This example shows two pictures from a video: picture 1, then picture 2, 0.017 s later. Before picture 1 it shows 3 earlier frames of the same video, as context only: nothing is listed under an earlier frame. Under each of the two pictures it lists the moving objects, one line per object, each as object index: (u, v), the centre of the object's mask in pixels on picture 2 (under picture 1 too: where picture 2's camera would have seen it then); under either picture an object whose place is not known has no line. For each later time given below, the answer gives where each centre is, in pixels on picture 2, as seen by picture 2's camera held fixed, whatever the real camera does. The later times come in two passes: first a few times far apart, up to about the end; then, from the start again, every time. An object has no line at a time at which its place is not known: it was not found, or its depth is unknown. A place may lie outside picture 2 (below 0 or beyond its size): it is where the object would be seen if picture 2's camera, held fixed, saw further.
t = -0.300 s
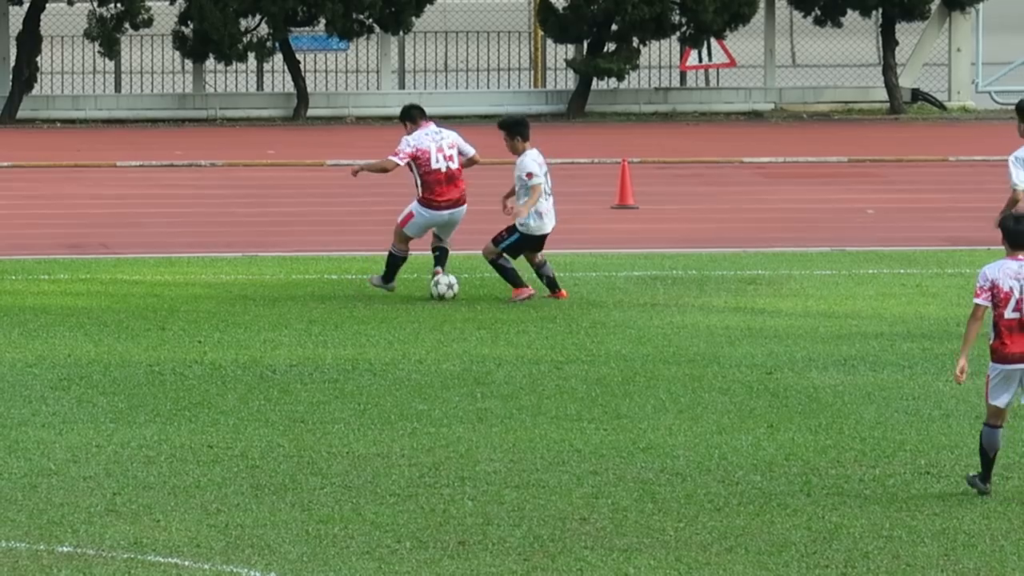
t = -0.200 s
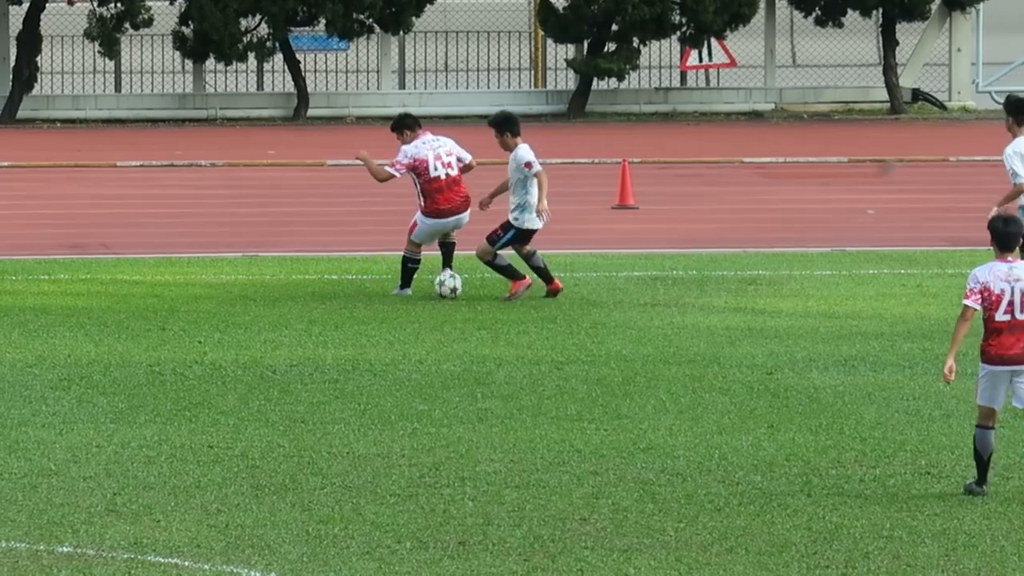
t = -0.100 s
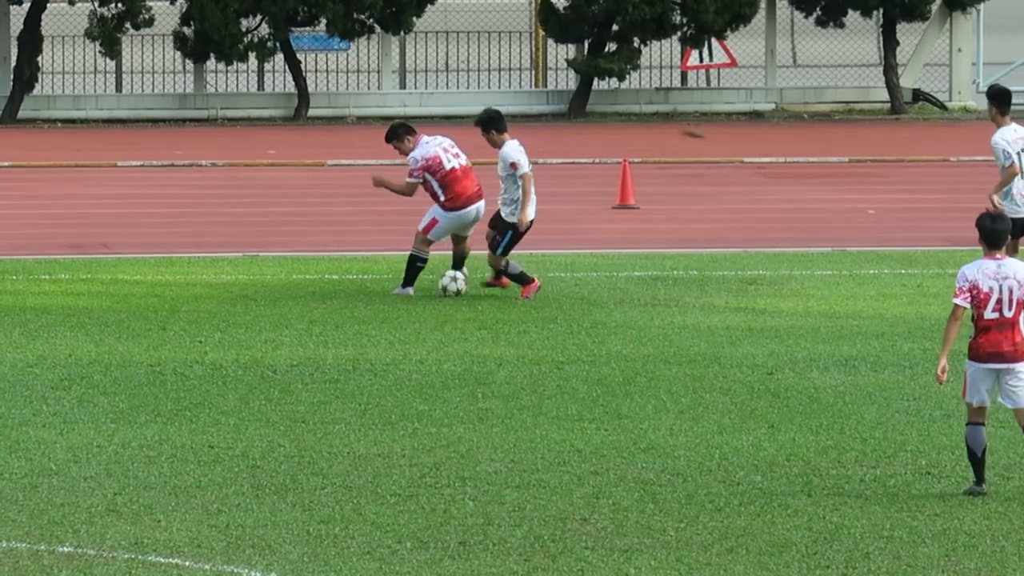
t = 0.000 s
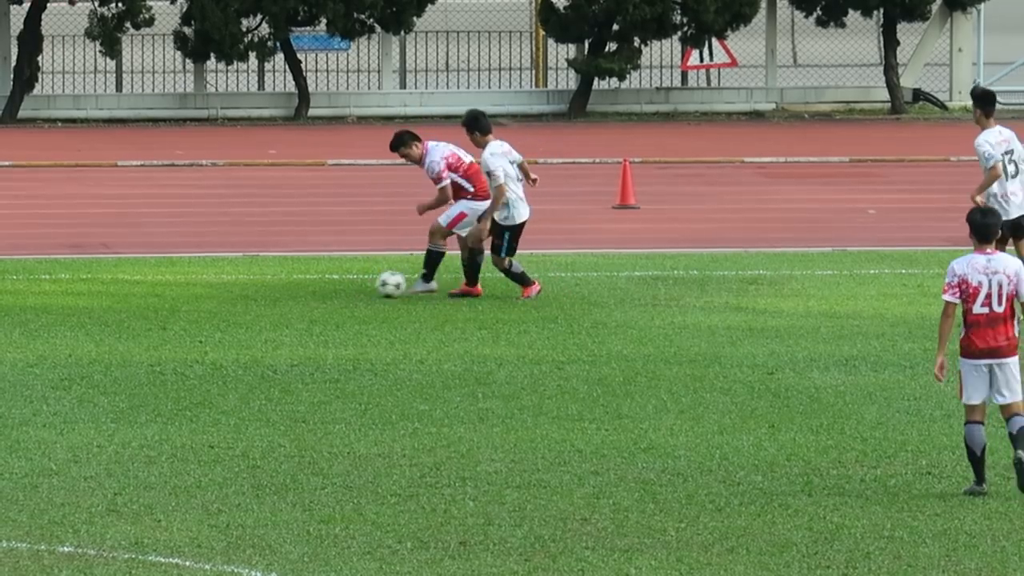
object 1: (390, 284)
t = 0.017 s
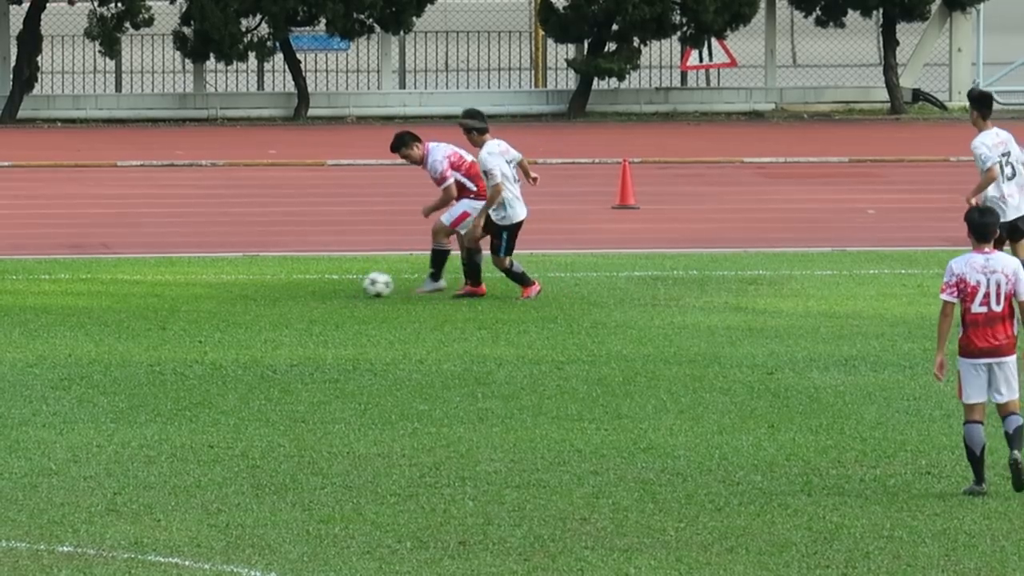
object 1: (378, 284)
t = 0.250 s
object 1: (231, 289)
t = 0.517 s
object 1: (113, 290)
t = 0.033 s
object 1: (365, 284)
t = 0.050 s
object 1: (353, 284)
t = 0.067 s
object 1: (342, 285)
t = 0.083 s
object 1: (331, 286)
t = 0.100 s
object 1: (320, 285)
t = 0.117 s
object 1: (309, 285)
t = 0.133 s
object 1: (299, 285)
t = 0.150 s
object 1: (288, 286)
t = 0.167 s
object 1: (279, 285)
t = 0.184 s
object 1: (268, 286)
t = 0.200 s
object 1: (259, 287)
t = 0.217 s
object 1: (249, 287)
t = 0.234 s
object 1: (240, 288)
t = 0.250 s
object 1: (231, 289)
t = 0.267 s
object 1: (222, 288)
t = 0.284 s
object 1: (215, 288)
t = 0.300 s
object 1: (207, 287)
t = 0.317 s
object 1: (200, 287)
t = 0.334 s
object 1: (192, 287)
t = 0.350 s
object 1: (185, 288)
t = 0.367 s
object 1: (177, 289)
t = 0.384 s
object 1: (169, 289)
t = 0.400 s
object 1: (162, 289)
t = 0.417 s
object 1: (155, 289)
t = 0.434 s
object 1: (148, 288)
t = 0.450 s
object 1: (141, 288)
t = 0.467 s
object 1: (133, 288)
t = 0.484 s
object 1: (126, 289)
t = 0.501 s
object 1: (120, 289)
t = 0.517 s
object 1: (113, 290)
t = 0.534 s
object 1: (105, 291)
